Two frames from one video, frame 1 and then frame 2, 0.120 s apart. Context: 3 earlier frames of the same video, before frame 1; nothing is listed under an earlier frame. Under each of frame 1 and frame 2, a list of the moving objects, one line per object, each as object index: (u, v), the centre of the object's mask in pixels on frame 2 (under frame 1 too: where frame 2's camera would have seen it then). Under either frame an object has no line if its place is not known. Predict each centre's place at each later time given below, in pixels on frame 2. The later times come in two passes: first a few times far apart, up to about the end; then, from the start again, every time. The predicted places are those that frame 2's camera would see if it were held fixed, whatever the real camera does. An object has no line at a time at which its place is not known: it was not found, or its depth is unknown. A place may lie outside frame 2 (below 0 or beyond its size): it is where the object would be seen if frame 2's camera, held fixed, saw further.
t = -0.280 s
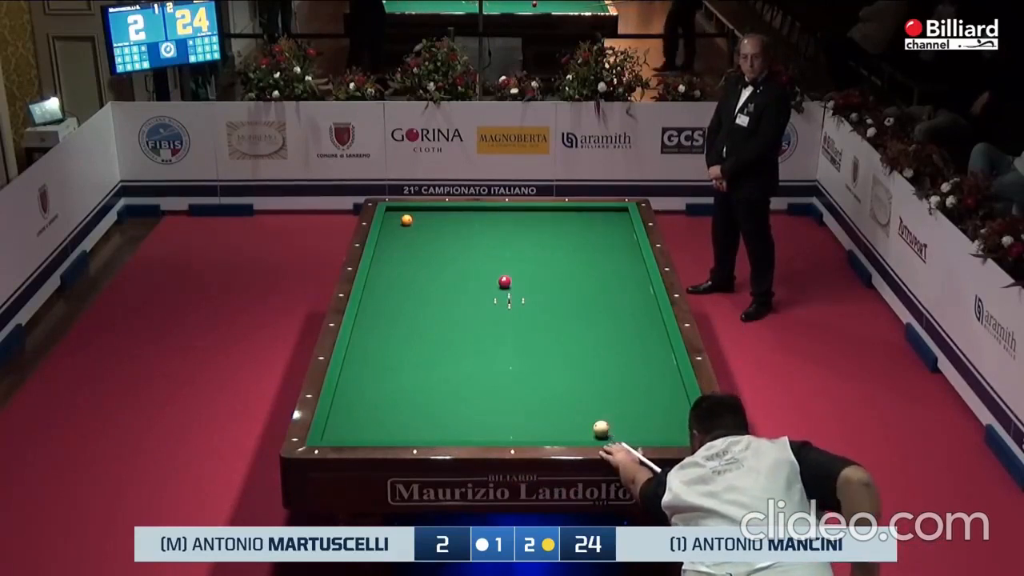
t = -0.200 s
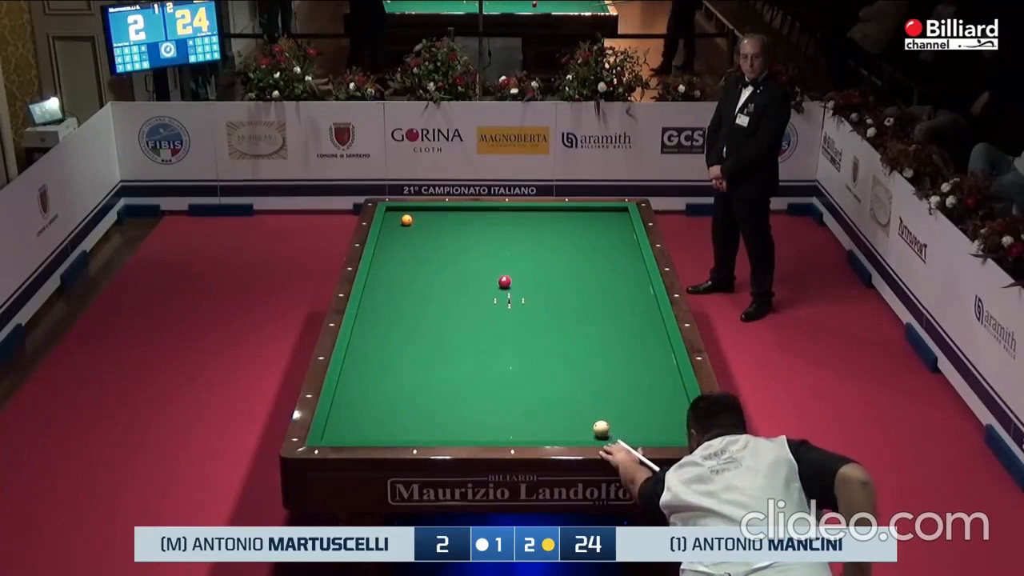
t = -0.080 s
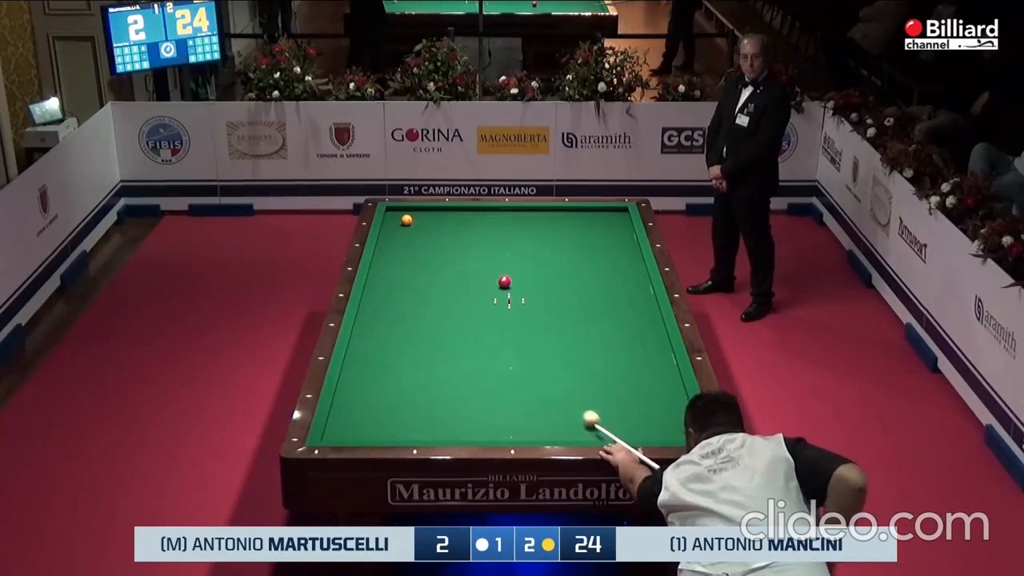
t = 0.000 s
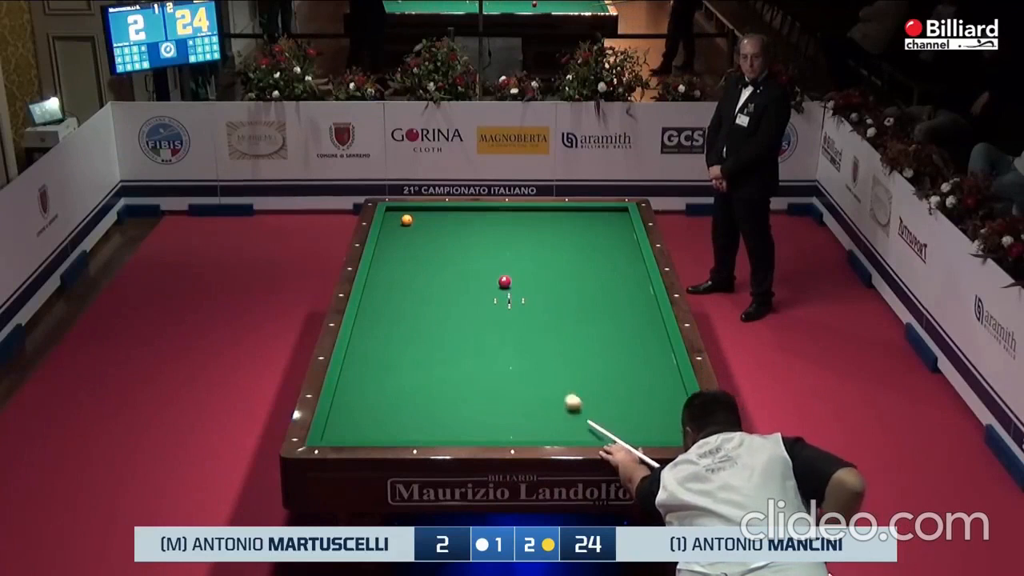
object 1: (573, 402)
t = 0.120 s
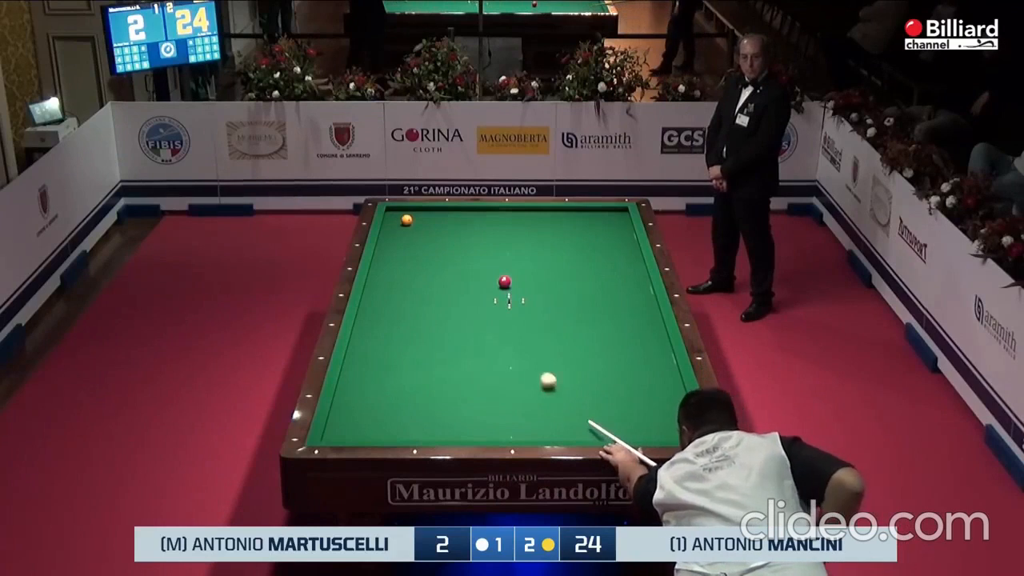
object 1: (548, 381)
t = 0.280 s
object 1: (518, 354)
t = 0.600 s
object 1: (466, 308)
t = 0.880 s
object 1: (427, 274)
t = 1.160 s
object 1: (394, 244)
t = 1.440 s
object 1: (399, 223)
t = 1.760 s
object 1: (389, 216)
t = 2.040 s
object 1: (394, 210)
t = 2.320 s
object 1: (396, 210)
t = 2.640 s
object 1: (396, 213)
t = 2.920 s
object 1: (397, 216)
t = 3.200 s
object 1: (396, 218)
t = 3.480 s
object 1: (396, 220)
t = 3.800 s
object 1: (395, 223)
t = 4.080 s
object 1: (394, 224)
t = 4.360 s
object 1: (394, 226)
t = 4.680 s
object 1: (393, 228)
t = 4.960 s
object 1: (393, 229)
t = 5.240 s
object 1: (392, 230)
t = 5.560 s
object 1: (392, 231)
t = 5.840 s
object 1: (391, 232)
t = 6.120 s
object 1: (391, 232)
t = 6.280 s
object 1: (391, 233)
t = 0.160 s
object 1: (540, 374)
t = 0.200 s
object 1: (533, 367)
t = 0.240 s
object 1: (525, 361)
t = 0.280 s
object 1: (518, 354)
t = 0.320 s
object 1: (511, 348)
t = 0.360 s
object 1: (504, 342)
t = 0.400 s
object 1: (497, 336)
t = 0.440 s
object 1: (491, 330)
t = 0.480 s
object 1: (484, 325)
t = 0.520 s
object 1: (478, 319)
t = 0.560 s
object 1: (472, 313)
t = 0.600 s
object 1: (466, 308)
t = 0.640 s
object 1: (460, 303)
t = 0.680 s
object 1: (454, 298)
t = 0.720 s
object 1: (449, 293)
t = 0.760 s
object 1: (443, 288)
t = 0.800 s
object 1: (438, 283)
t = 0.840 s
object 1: (432, 279)
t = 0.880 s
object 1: (427, 274)
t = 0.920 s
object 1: (422, 270)
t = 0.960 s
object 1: (417, 265)
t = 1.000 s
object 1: (412, 261)
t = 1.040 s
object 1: (408, 257)
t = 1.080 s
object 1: (403, 253)
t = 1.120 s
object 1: (398, 248)
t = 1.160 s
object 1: (394, 244)
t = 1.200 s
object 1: (390, 240)
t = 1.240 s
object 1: (385, 237)
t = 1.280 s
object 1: (386, 233)
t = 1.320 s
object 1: (391, 230)
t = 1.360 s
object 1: (395, 227)
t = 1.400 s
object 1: (398, 224)
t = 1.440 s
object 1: (399, 223)
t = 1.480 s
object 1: (397, 222)
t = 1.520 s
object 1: (396, 221)
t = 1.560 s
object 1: (394, 221)
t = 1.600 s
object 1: (393, 220)
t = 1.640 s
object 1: (392, 219)
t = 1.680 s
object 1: (391, 218)
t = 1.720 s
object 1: (390, 217)
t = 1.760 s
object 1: (389, 216)
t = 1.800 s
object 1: (389, 215)
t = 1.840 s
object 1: (390, 214)
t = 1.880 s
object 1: (391, 213)
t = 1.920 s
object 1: (391, 213)
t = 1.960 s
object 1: (392, 212)
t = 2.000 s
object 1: (393, 211)
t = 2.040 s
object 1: (394, 210)
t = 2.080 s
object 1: (394, 210)
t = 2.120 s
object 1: (395, 209)
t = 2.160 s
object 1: (396, 208)
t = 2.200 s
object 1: (396, 209)
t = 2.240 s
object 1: (396, 209)
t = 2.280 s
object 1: (396, 210)
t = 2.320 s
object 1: (396, 210)
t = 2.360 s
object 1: (396, 210)
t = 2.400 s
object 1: (396, 211)
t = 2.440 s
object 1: (396, 211)
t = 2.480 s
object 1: (396, 212)
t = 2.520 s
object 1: (396, 212)
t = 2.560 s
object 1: (396, 212)
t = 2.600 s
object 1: (396, 213)
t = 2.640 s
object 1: (396, 213)
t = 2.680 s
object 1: (396, 213)
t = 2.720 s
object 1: (396, 214)
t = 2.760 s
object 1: (396, 214)
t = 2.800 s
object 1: (396, 214)
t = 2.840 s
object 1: (396, 215)
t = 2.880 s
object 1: (396, 215)
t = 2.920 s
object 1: (397, 216)
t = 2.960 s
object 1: (396, 216)
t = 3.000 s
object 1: (396, 216)
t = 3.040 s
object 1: (396, 217)
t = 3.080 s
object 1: (396, 217)
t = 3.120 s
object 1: (396, 217)
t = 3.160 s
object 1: (396, 218)
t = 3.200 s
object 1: (396, 218)
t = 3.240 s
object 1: (396, 218)
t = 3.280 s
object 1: (396, 218)
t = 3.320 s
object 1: (396, 219)
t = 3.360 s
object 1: (396, 219)
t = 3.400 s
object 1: (396, 219)
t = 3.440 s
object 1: (396, 220)
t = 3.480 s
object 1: (396, 220)
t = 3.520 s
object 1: (396, 221)
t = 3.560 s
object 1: (396, 221)
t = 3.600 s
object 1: (395, 221)
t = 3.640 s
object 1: (395, 222)
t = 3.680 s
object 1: (395, 222)
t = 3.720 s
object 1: (395, 222)
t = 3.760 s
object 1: (395, 222)
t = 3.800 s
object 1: (395, 223)
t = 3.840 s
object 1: (395, 223)
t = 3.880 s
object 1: (395, 223)
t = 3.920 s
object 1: (395, 223)
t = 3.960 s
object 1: (395, 224)
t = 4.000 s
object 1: (395, 224)
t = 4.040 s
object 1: (394, 224)
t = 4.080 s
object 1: (394, 224)
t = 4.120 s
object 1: (394, 225)
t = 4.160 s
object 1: (394, 225)
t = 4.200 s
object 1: (394, 225)
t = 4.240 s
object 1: (394, 226)
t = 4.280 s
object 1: (394, 226)
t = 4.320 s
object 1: (394, 226)
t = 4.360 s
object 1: (394, 226)
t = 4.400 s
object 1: (394, 226)
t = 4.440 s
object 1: (393, 227)
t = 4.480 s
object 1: (393, 227)
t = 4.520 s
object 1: (393, 227)
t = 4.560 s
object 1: (393, 227)
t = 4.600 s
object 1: (393, 227)
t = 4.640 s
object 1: (393, 228)
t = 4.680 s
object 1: (393, 228)
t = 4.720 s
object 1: (393, 228)
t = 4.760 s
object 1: (393, 228)
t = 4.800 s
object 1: (393, 229)
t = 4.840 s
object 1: (393, 229)
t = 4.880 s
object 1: (393, 229)
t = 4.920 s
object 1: (393, 229)
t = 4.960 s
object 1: (393, 229)
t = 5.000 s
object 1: (393, 229)
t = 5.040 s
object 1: (392, 229)
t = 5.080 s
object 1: (392, 230)
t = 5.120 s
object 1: (392, 230)
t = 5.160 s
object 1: (392, 230)
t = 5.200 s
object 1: (392, 230)
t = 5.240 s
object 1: (392, 230)
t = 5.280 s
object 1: (392, 230)
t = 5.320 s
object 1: (392, 230)
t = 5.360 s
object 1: (392, 231)
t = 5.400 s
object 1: (392, 231)
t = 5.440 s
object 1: (392, 231)
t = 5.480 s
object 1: (392, 231)
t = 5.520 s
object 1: (392, 231)
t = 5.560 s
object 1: (392, 231)
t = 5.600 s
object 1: (391, 231)
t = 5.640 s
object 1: (391, 232)
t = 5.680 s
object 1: (391, 232)
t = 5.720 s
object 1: (391, 232)
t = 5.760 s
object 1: (391, 232)
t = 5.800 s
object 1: (391, 232)
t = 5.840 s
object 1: (391, 232)
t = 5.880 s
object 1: (391, 232)
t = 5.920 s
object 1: (391, 232)
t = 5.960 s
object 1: (391, 232)
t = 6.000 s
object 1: (391, 232)
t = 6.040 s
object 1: (391, 232)
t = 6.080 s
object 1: (391, 232)
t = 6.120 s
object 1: (391, 232)
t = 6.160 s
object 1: (391, 233)
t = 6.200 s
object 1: (391, 233)
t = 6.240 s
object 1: (391, 233)
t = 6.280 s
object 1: (391, 233)
